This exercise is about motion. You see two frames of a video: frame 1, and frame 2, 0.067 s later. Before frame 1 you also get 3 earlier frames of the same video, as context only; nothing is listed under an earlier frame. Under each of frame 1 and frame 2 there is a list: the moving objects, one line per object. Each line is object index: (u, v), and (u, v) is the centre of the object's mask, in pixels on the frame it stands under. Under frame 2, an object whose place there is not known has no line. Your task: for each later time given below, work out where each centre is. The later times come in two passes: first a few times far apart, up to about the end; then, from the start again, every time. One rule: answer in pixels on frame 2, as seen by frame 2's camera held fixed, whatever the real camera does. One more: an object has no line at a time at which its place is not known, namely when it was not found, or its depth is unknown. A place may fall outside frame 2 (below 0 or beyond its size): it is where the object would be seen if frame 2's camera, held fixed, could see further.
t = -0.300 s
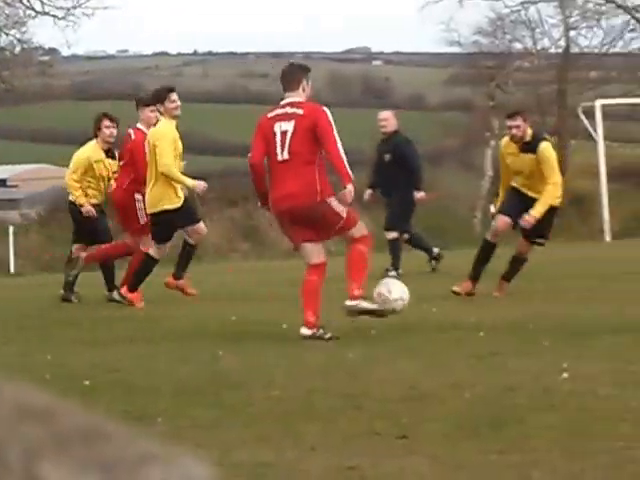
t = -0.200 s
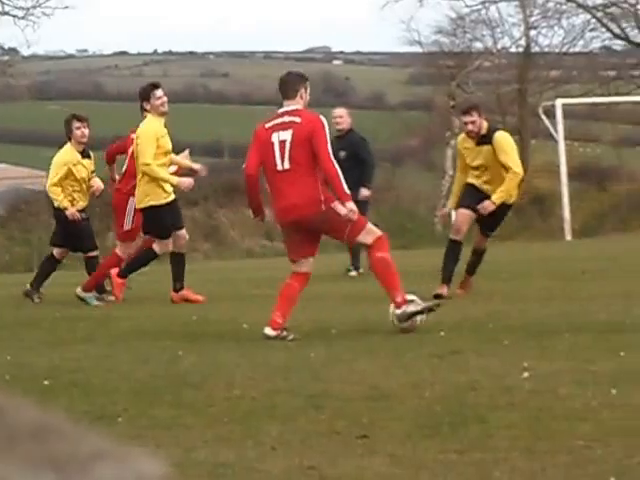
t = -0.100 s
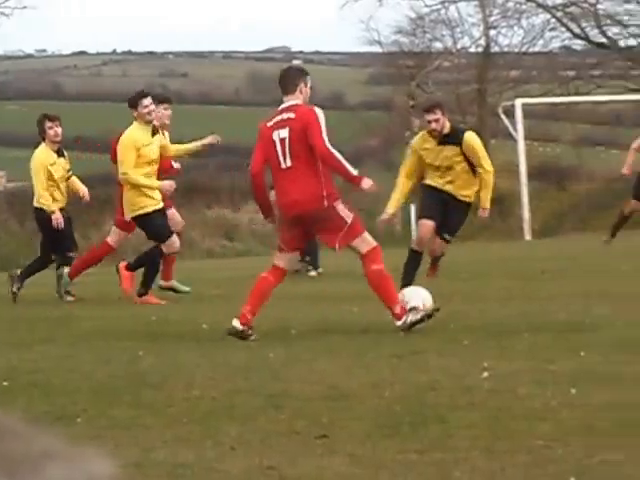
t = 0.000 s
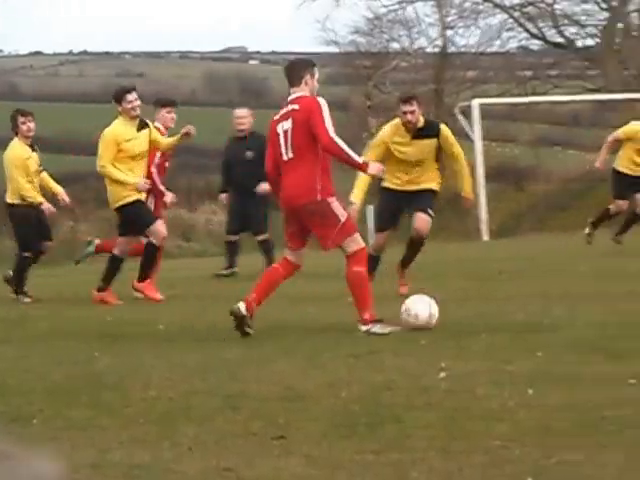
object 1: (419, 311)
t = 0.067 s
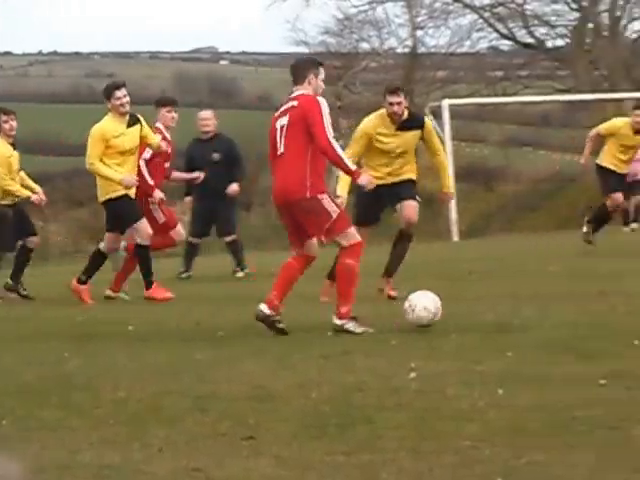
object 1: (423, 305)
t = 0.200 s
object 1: (488, 311)
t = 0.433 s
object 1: (608, 308)
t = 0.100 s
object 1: (439, 305)
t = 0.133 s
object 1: (455, 308)
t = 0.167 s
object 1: (471, 310)
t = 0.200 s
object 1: (488, 311)
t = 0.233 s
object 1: (504, 309)
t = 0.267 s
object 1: (522, 309)
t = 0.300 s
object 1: (539, 311)
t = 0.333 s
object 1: (556, 309)
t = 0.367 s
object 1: (573, 307)
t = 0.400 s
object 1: (590, 306)
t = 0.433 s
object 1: (608, 308)
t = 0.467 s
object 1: (626, 310)
